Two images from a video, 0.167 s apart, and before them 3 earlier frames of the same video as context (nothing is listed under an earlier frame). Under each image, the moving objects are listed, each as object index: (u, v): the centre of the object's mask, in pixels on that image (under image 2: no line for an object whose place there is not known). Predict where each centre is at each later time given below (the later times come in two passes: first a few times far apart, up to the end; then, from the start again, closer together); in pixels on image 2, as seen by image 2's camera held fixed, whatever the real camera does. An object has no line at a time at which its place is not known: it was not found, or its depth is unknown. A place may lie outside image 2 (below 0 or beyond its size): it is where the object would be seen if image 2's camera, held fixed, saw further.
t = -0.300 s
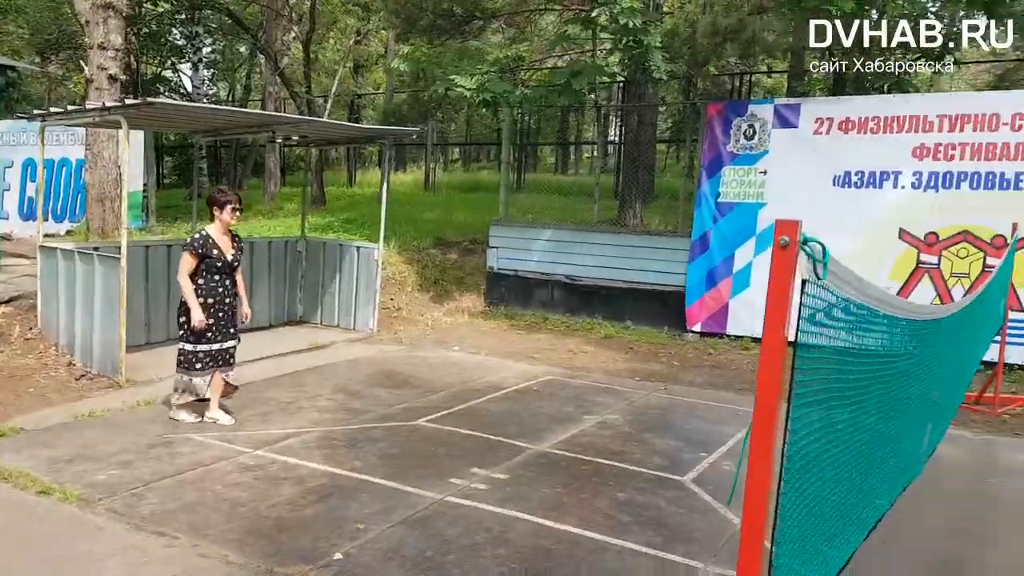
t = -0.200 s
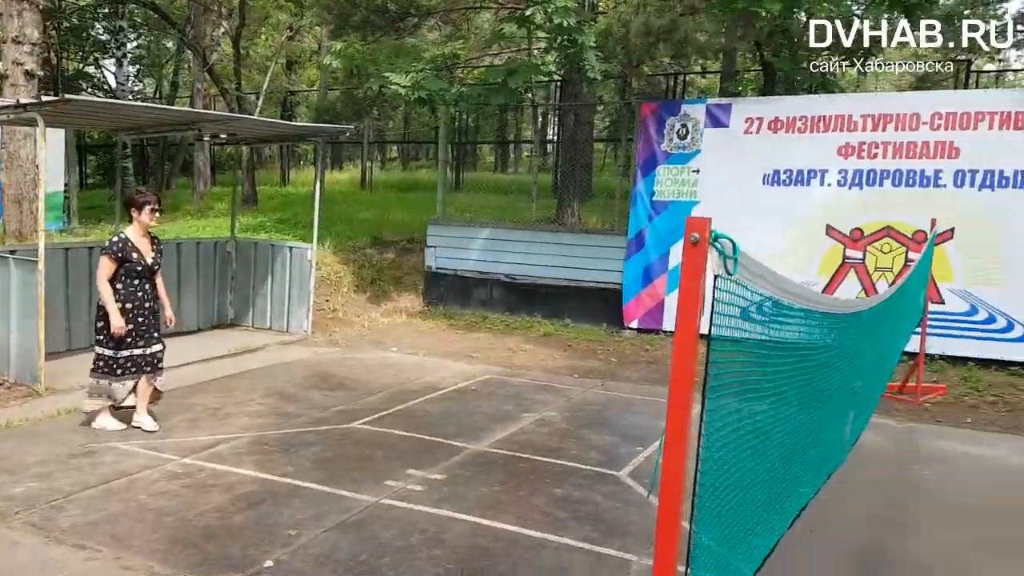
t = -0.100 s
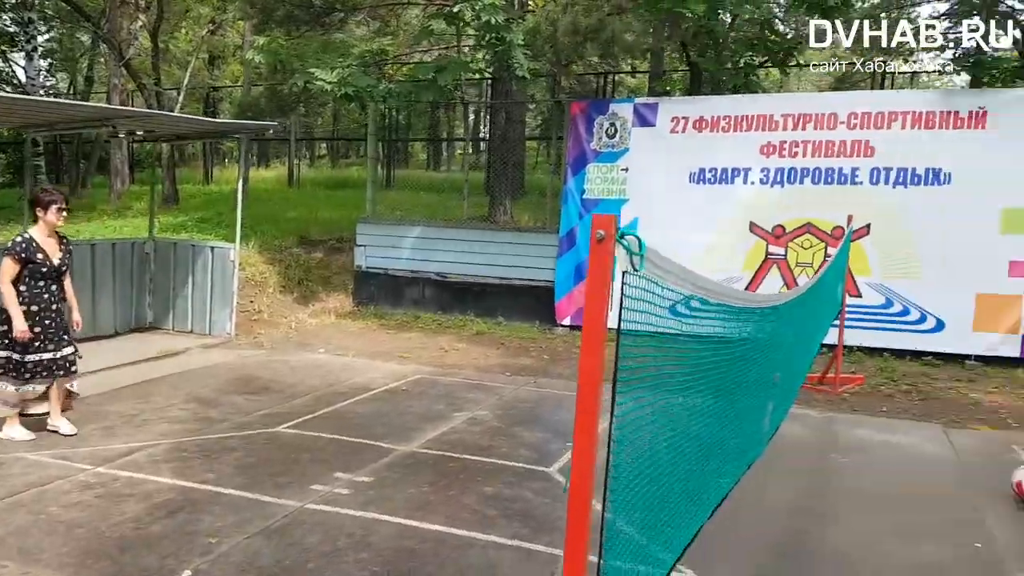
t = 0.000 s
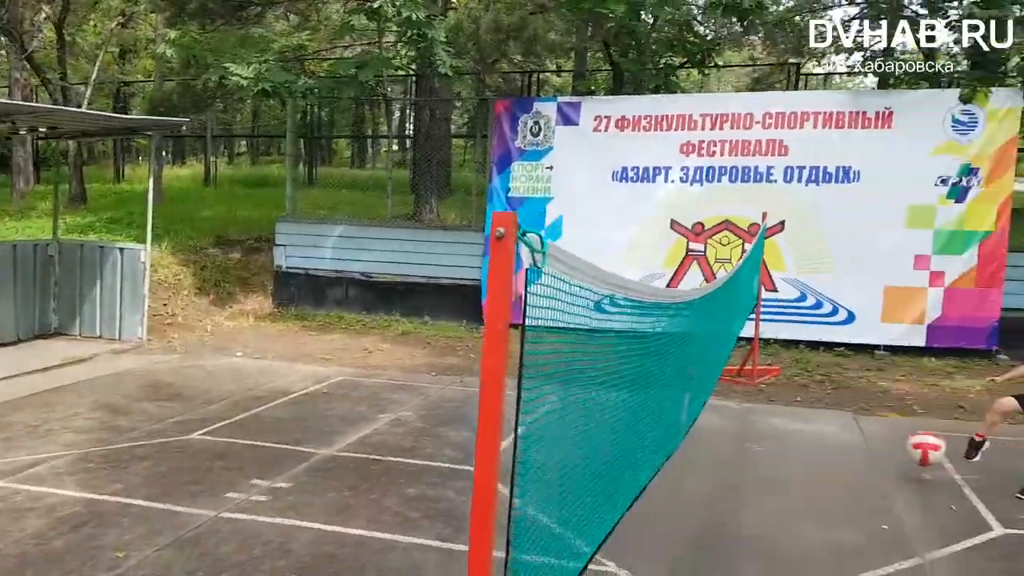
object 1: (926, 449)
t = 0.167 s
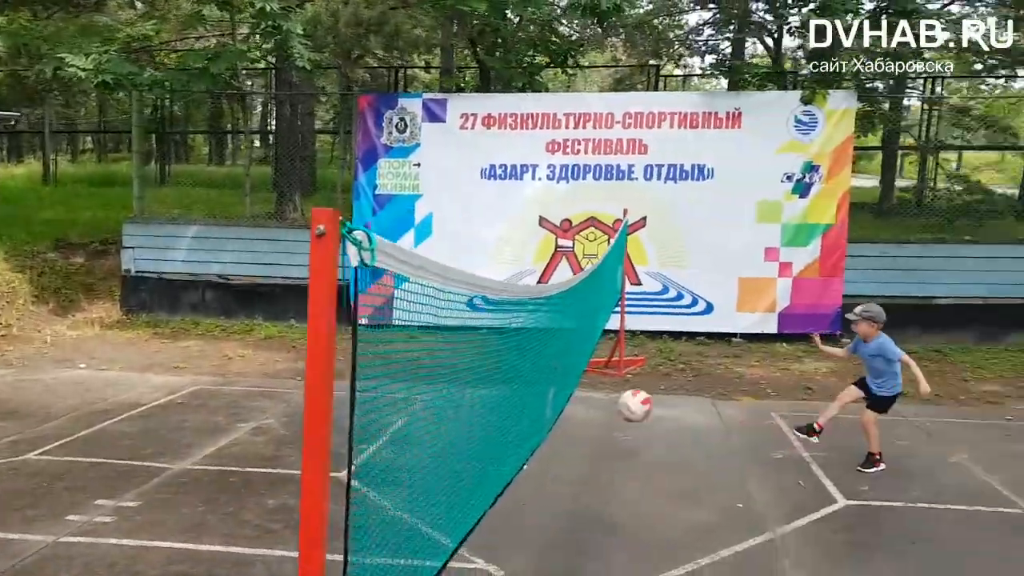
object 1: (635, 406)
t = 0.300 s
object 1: (521, 412)
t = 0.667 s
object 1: (276, 421)
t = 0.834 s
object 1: (196, 420)
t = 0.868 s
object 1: (183, 419)
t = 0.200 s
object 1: (606, 405)
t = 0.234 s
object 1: (579, 408)
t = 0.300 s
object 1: (521, 412)
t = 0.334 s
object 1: (492, 420)
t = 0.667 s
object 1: (276, 421)
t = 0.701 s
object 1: (259, 425)
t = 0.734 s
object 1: (239, 433)
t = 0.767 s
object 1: (225, 427)
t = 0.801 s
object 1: (210, 423)
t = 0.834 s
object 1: (196, 420)
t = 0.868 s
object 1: (183, 419)
